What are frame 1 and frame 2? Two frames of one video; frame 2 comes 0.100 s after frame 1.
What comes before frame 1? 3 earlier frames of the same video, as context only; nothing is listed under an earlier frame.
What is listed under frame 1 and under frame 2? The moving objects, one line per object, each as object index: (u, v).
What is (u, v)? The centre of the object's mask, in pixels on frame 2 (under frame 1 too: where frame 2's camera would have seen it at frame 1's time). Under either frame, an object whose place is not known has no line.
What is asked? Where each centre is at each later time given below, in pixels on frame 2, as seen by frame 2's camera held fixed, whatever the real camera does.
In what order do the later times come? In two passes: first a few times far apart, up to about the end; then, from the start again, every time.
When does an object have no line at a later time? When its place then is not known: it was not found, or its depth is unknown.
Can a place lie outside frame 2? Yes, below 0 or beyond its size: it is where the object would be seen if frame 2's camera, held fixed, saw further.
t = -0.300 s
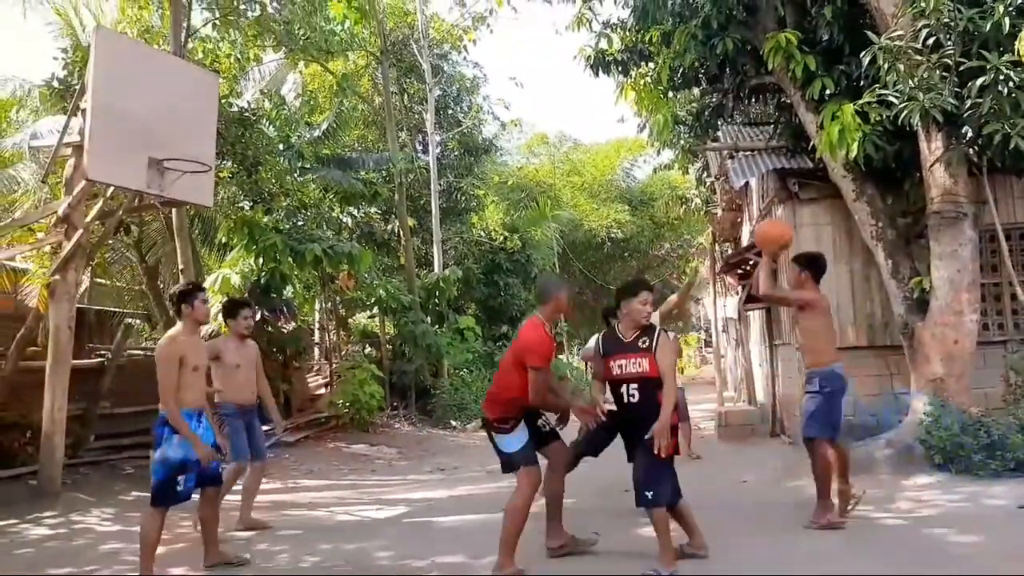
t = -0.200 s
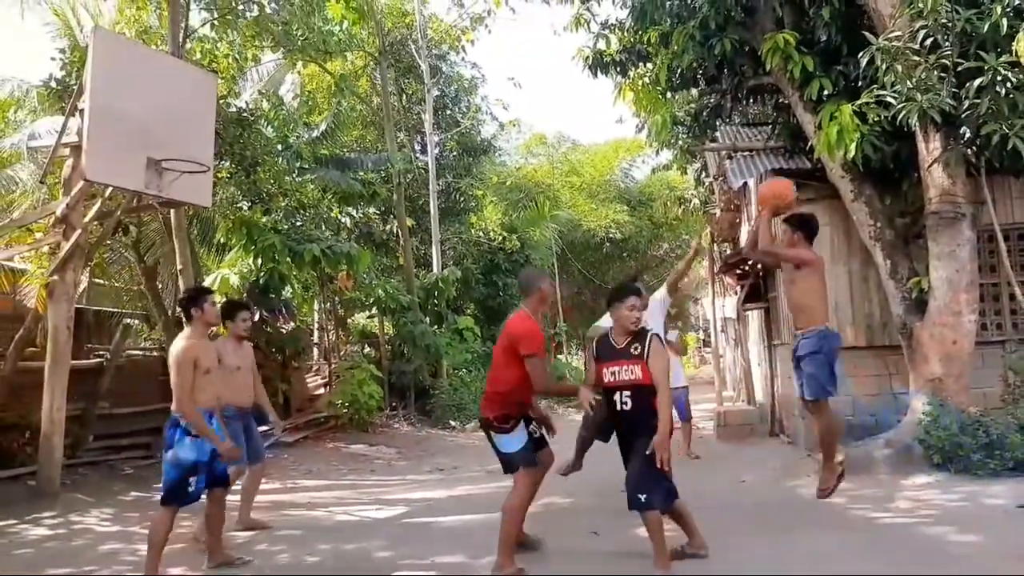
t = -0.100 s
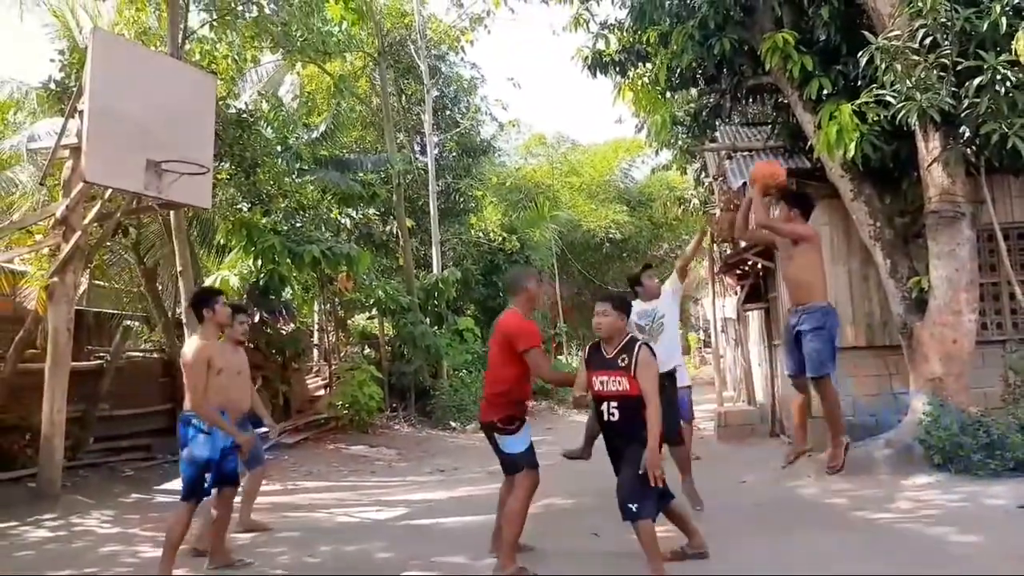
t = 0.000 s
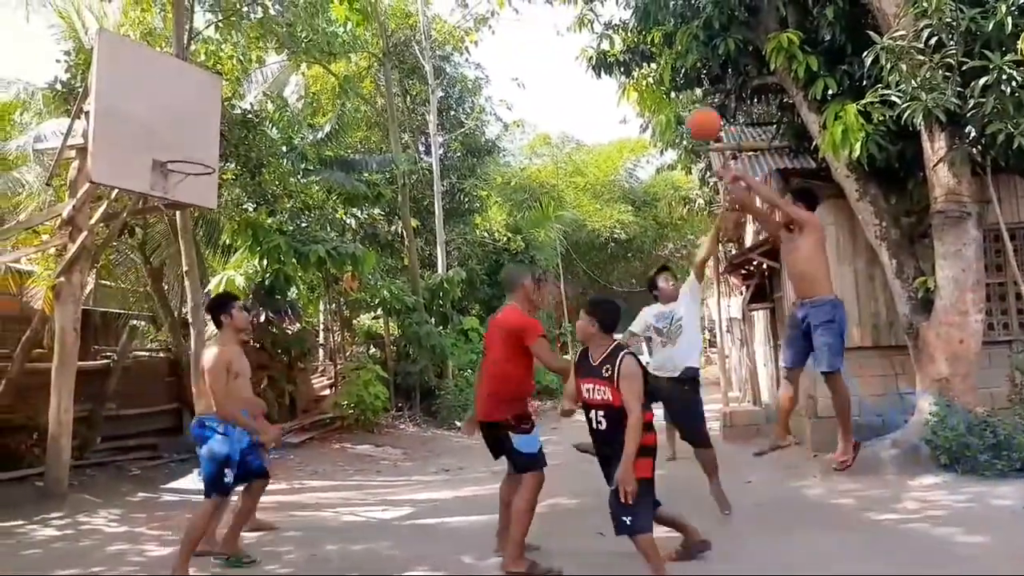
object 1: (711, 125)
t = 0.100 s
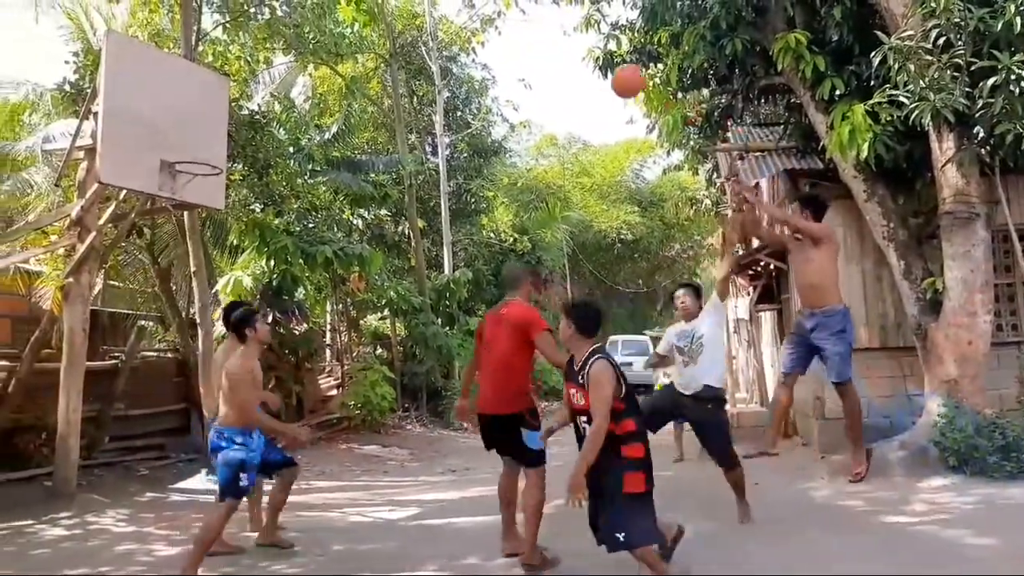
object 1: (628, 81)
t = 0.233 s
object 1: (529, 47)
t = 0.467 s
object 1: (381, 49)
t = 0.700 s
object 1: (251, 114)
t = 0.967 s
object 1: (203, 131)
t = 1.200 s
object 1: (231, 119)
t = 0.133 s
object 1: (602, 70)
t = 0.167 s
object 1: (577, 61)
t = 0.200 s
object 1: (553, 53)
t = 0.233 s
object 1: (529, 47)
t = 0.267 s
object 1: (506, 44)
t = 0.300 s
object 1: (483, 40)
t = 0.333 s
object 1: (462, 39)
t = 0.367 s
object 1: (440, 40)
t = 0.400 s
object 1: (421, 41)
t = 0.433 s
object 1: (400, 45)
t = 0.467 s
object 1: (381, 49)
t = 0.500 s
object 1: (361, 55)
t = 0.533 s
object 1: (342, 60)
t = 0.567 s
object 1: (322, 69)
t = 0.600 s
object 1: (304, 79)
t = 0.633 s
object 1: (286, 89)
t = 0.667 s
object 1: (267, 100)
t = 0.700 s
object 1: (251, 114)
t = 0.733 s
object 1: (233, 128)
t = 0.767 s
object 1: (215, 142)
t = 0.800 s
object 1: (199, 159)
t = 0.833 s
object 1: (191, 164)
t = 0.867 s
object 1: (193, 155)
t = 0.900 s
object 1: (196, 146)
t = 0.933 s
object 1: (201, 139)
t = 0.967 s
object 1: (203, 131)
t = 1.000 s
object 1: (206, 125)
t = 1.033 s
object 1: (210, 120)
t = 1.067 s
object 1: (212, 117)
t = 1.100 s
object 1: (217, 115)
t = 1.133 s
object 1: (221, 114)
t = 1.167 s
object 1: (225, 115)
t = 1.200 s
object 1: (231, 119)
